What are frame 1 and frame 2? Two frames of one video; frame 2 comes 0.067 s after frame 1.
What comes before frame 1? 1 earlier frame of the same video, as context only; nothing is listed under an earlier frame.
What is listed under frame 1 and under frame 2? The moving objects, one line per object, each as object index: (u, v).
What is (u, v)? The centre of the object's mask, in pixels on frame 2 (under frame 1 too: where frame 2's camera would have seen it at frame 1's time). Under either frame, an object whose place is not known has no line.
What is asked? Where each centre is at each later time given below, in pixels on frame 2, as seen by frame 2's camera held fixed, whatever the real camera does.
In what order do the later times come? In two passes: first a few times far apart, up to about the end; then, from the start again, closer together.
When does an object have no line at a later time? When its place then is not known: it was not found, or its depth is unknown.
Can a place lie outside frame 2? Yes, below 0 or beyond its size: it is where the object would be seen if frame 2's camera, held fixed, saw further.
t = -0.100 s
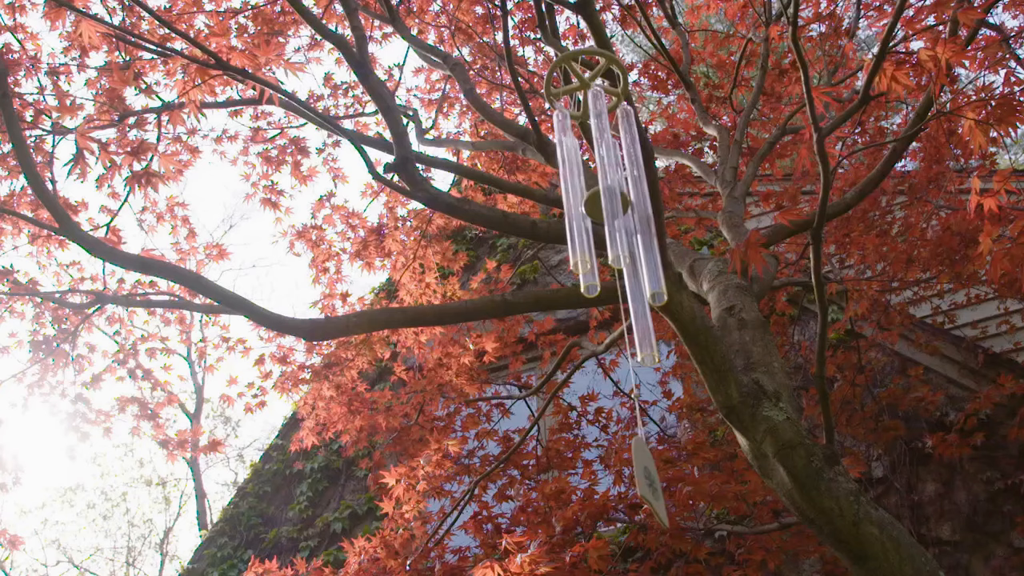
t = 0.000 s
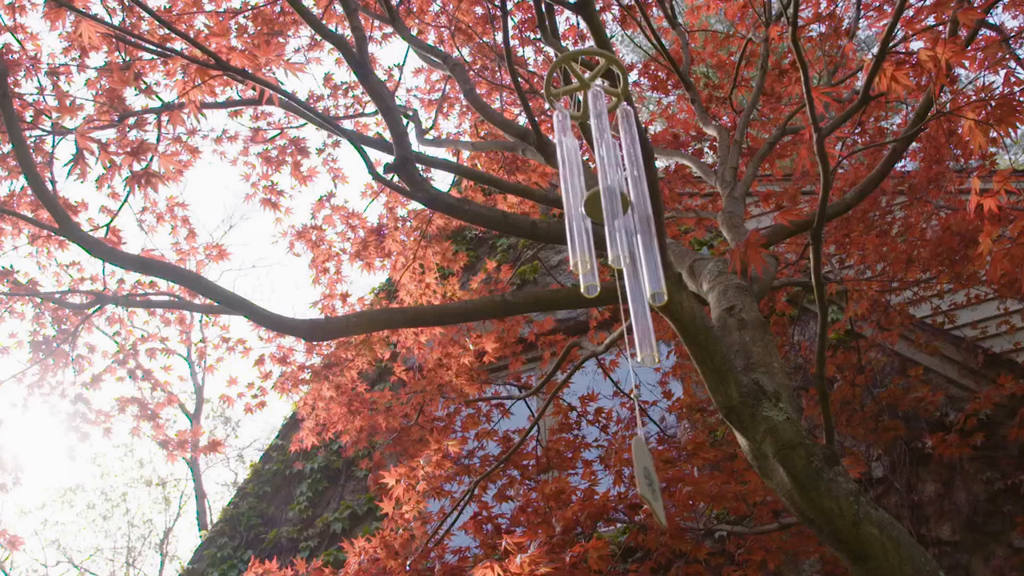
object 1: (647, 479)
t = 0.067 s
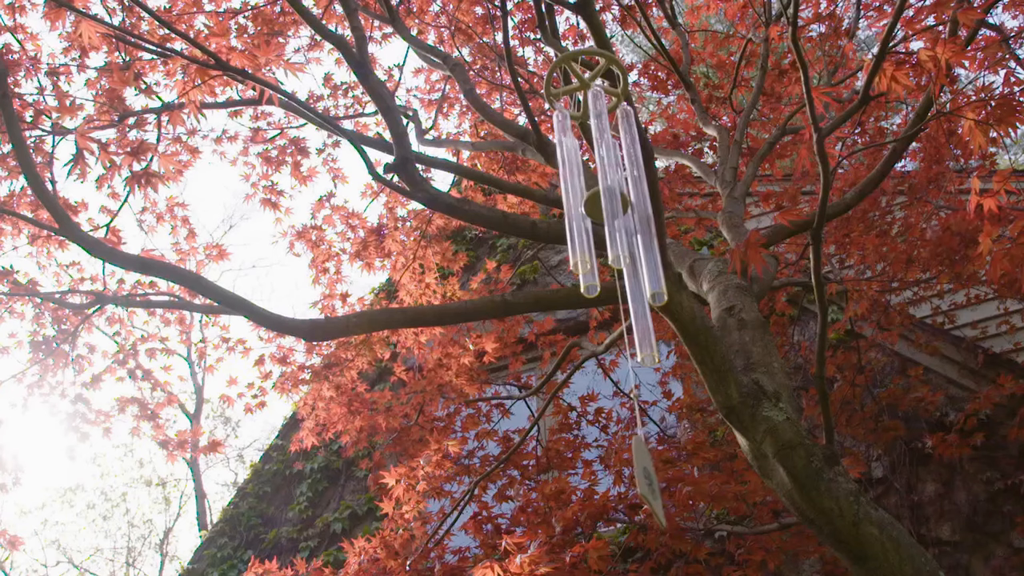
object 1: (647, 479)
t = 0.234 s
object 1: (646, 478)
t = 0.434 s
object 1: (644, 477)
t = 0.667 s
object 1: (642, 476)
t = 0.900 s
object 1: (641, 475)
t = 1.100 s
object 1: (640, 474)
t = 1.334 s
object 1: (639, 473)
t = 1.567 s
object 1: (638, 471)
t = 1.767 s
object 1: (637, 471)
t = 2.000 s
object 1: (637, 470)
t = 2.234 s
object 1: (636, 470)
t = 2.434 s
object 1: (637, 469)
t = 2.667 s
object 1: (637, 469)
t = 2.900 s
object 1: (637, 469)
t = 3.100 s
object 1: (637, 469)
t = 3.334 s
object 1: (638, 469)
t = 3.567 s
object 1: (638, 469)
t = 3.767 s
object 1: (639, 470)
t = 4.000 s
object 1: (640, 470)
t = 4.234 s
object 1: (641, 471)
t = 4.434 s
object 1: (642, 471)
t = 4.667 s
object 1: (642, 472)
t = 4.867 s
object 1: (644, 472)
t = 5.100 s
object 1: (645, 473)
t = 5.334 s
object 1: (646, 475)
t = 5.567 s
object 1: (647, 476)
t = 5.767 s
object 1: (649, 480)
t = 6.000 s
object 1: (649, 477)
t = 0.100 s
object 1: (647, 479)
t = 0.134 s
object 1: (646, 478)
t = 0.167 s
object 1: (646, 478)
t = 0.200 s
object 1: (646, 478)
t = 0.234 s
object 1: (646, 478)
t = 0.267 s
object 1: (645, 477)
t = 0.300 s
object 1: (645, 478)
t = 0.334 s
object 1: (645, 478)
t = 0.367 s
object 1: (645, 478)
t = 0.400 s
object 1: (645, 478)
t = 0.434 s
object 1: (644, 477)
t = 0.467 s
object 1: (644, 477)
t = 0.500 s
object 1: (644, 477)
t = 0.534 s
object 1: (644, 477)
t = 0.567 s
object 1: (644, 477)
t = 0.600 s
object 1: (643, 477)
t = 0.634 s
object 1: (643, 477)
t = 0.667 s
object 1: (642, 476)
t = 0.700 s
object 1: (642, 475)
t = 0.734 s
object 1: (642, 475)
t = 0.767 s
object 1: (642, 475)
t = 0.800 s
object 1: (642, 475)
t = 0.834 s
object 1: (641, 475)
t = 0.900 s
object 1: (641, 475)
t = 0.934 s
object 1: (641, 475)
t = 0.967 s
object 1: (641, 475)
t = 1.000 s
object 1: (640, 475)
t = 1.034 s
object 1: (640, 475)
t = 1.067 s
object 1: (640, 473)
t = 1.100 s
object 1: (640, 474)
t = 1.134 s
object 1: (640, 473)
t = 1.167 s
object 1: (639, 473)
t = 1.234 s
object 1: (639, 473)
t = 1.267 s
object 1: (639, 472)
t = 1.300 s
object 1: (639, 473)
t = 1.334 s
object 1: (639, 473)
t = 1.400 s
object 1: (638, 473)
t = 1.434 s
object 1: (638, 472)
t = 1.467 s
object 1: (638, 472)
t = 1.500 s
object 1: (638, 472)
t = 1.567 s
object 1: (638, 471)
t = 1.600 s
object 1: (638, 471)
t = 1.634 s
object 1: (638, 471)
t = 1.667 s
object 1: (638, 471)
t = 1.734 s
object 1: (637, 471)
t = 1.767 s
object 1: (637, 471)
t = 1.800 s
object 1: (637, 471)
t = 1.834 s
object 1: (637, 471)
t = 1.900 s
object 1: (637, 471)
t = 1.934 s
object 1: (637, 471)
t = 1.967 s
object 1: (637, 471)
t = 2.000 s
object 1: (637, 470)
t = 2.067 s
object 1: (636, 471)
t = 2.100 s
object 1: (637, 470)
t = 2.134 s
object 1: (637, 470)
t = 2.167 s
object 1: (636, 470)
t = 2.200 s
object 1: (636, 470)
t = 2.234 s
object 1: (636, 470)
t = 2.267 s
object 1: (636, 470)
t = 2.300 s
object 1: (636, 470)
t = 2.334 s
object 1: (636, 470)
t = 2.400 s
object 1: (636, 470)
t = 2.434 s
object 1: (637, 469)
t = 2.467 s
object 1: (637, 469)
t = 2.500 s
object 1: (637, 469)
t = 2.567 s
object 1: (636, 469)
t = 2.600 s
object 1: (637, 469)
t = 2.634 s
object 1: (637, 469)
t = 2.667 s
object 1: (637, 469)
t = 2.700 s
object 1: (637, 469)
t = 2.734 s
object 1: (636, 469)
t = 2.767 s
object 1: (637, 469)
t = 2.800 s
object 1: (637, 469)
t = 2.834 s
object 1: (637, 469)
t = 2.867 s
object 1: (637, 469)
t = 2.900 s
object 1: (637, 469)
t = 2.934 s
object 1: (637, 468)
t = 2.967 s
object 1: (637, 469)
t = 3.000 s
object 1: (637, 469)
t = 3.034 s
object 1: (637, 469)
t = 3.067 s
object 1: (637, 469)
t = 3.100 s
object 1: (637, 469)
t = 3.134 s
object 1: (637, 469)
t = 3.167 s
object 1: (637, 469)
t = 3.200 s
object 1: (637, 469)
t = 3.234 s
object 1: (637, 469)
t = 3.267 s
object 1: (637, 468)
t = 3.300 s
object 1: (638, 469)
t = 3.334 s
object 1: (638, 469)
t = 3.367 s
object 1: (638, 469)
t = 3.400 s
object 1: (638, 469)
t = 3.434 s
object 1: (638, 469)
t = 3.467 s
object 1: (638, 469)
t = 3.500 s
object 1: (638, 469)
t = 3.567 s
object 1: (638, 469)
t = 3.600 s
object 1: (638, 469)
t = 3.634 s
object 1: (639, 469)
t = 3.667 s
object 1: (639, 469)
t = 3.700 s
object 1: (639, 469)
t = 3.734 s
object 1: (639, 469)
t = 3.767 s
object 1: (639, 470)
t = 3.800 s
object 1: (639, 470)
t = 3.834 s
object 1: (639, 470)
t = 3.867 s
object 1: (639, 470)
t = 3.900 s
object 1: (639, 470)
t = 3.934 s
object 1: (639, 470)
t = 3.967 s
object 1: (640, 470)
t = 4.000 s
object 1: (640, 470)
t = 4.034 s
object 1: (640, 470)
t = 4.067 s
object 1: (640, 470)
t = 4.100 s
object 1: (640, 470)
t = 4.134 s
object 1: (640, 470)
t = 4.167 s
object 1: (640, 470)
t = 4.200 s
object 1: (640, 470)
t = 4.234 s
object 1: (641, 471)
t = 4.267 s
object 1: (641, 471)
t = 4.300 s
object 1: (641, 471)
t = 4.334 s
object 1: (641, 471)
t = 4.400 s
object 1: (641, 471)
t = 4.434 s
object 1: (642, 471)
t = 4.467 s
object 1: (642, 472)
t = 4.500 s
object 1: (642, 471)
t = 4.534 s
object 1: (642, 472)
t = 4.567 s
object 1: (642, 472)
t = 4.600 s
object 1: (642, 472)
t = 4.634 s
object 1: (642, 472)
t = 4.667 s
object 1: (642, 472)
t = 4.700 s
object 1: (642, 472)
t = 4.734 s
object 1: (643, 472)
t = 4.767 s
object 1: (644, 472)
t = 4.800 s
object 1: (643, 472)
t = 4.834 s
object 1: (644, 472)
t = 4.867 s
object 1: (644, 472)
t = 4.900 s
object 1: (644, 473)
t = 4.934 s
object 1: (644, 473)
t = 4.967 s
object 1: (644, 473)
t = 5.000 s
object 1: (645, 473)
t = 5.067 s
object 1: (645, 473)
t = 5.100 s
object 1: (645, 473)
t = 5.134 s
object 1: (645, 473)
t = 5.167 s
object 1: (645, 473)
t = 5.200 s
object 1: (645, 473)
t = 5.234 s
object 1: (646, 474)
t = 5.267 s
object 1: (646, 473)
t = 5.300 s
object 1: (646, 474)
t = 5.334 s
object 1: (646, 475)
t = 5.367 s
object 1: (646, 475)
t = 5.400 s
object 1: (646, 475)
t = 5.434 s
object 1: (647, 476)
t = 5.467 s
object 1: (647, 476)
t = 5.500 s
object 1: (647, 476)
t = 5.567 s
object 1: (647, 476)
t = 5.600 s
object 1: (648, 476)
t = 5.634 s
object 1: (648, 475)
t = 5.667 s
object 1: (648, 476)
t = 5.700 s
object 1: (648, 476)
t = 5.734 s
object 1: (649, 478)
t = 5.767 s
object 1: (649, 480)
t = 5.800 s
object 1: (649, 480)
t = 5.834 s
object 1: (649, 480)
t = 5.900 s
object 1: (649, 478)
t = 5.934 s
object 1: (649, 477)
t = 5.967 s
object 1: (649, 477)
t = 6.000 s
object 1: (649, 477)
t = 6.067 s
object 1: (649, 477)
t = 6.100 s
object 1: (649, 477)
